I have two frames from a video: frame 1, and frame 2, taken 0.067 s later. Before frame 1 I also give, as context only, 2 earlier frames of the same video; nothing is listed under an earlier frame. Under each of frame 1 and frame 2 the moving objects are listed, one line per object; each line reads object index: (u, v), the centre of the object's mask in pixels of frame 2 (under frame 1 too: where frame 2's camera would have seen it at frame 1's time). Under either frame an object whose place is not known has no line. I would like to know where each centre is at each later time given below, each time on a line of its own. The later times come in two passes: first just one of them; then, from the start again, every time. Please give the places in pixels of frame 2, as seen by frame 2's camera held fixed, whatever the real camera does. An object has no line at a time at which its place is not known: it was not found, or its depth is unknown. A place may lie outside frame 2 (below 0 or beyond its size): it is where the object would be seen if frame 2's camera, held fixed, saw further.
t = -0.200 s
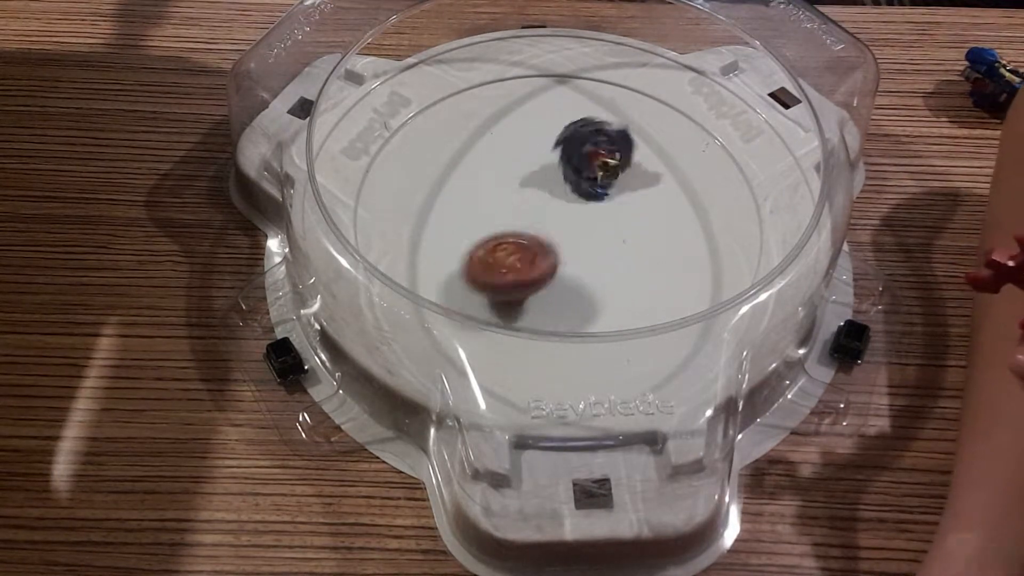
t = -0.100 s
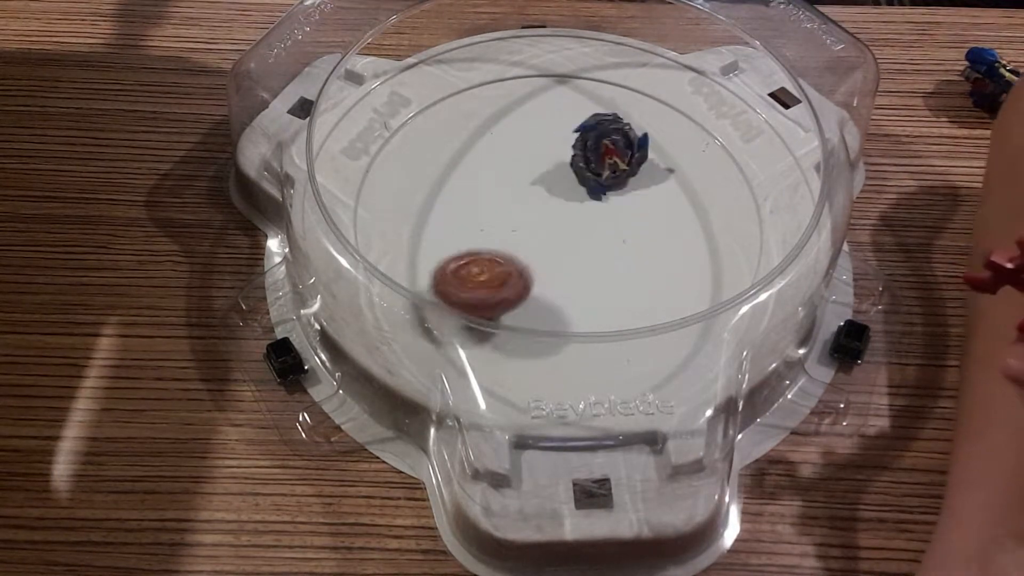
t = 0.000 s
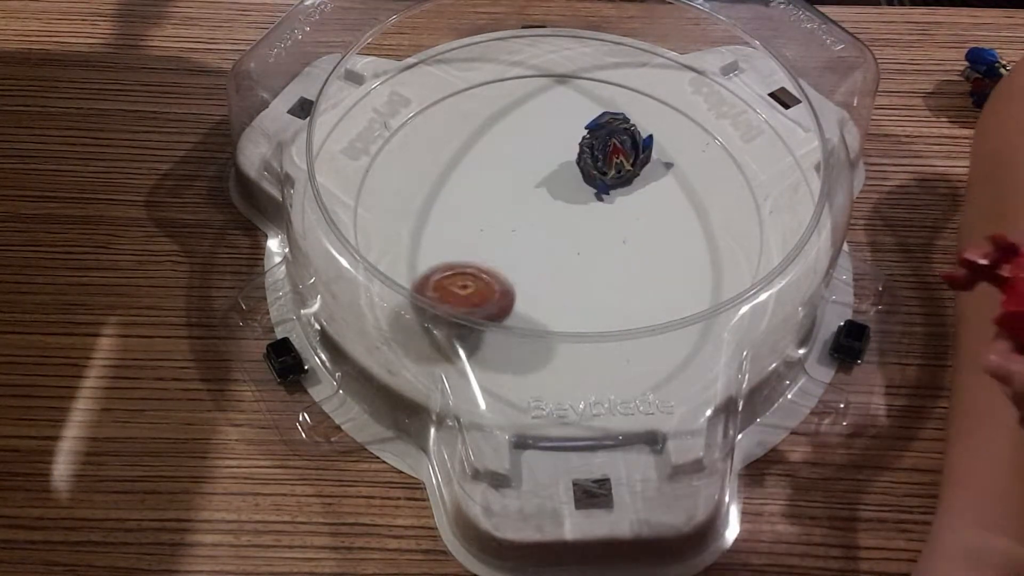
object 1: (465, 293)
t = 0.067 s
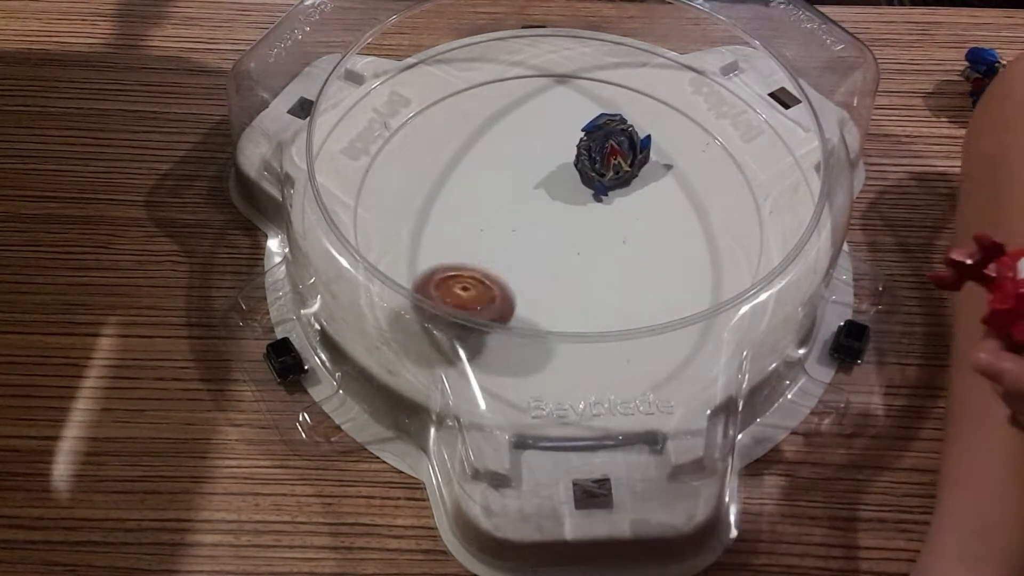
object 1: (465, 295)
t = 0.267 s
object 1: (487, 283)
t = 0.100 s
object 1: (467, 295)
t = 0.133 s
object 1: (470, 295)
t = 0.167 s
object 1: (471, 294)
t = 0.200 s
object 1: (475, 291)
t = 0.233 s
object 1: (480, 288)
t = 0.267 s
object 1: (487, 283)
